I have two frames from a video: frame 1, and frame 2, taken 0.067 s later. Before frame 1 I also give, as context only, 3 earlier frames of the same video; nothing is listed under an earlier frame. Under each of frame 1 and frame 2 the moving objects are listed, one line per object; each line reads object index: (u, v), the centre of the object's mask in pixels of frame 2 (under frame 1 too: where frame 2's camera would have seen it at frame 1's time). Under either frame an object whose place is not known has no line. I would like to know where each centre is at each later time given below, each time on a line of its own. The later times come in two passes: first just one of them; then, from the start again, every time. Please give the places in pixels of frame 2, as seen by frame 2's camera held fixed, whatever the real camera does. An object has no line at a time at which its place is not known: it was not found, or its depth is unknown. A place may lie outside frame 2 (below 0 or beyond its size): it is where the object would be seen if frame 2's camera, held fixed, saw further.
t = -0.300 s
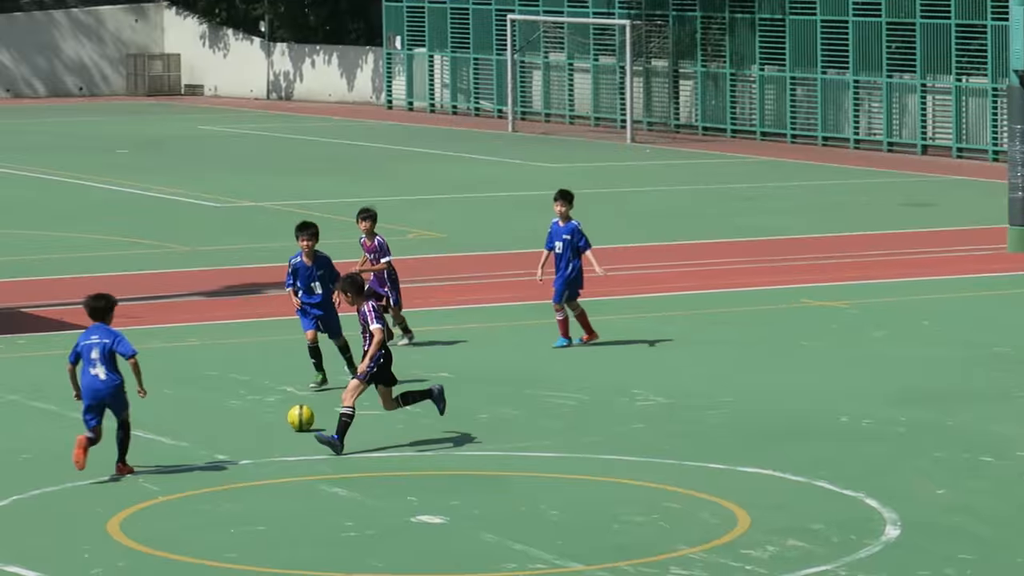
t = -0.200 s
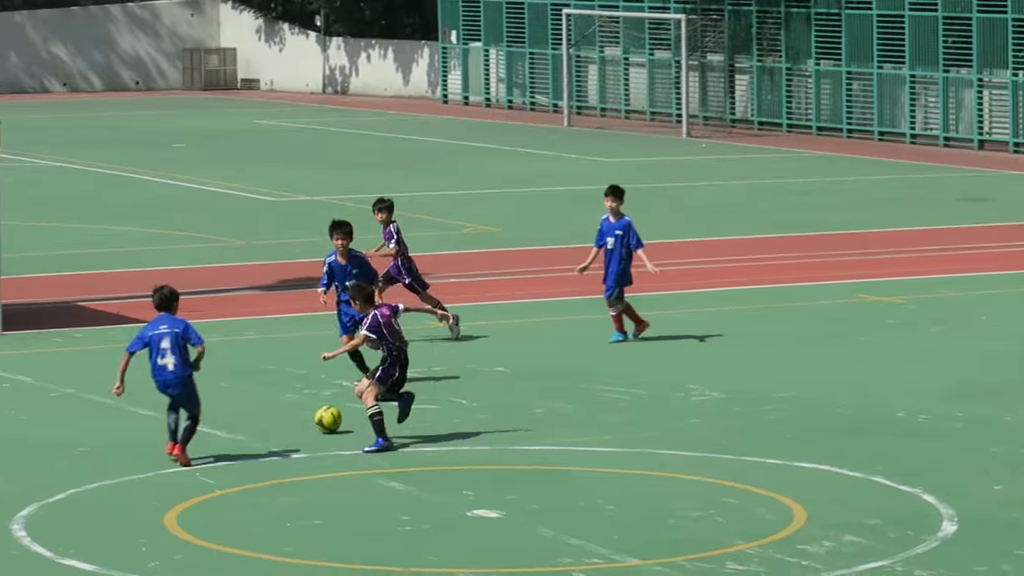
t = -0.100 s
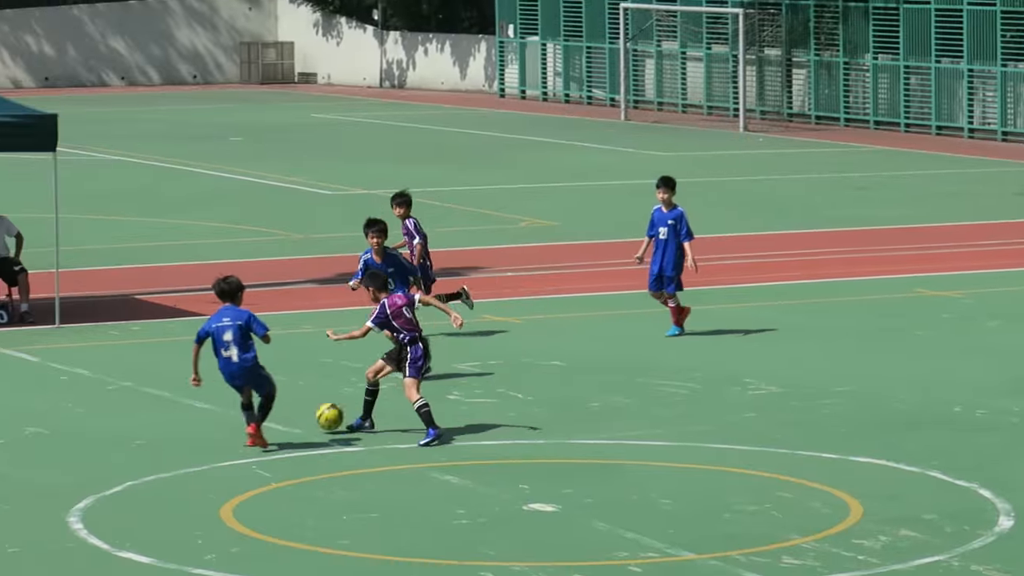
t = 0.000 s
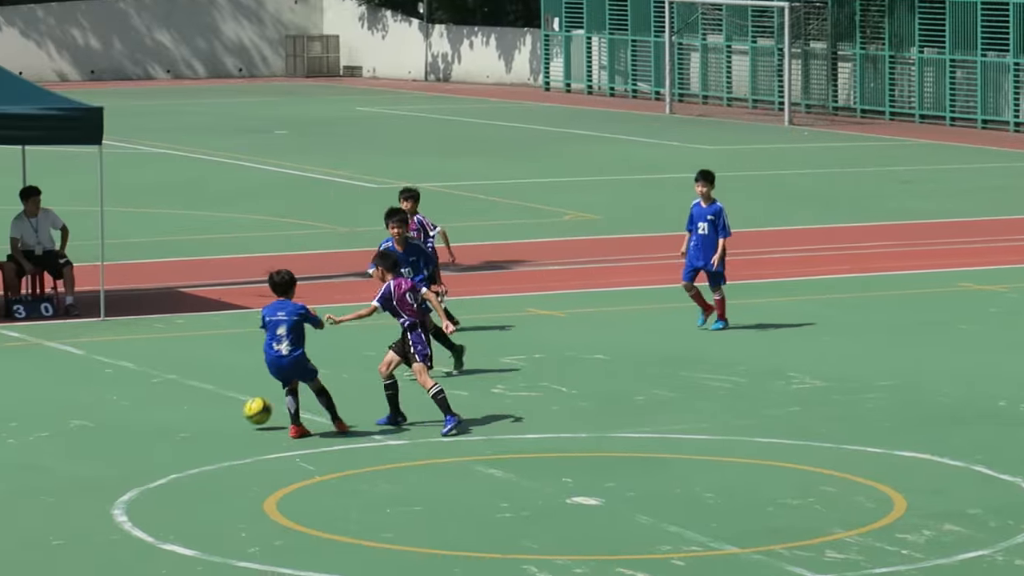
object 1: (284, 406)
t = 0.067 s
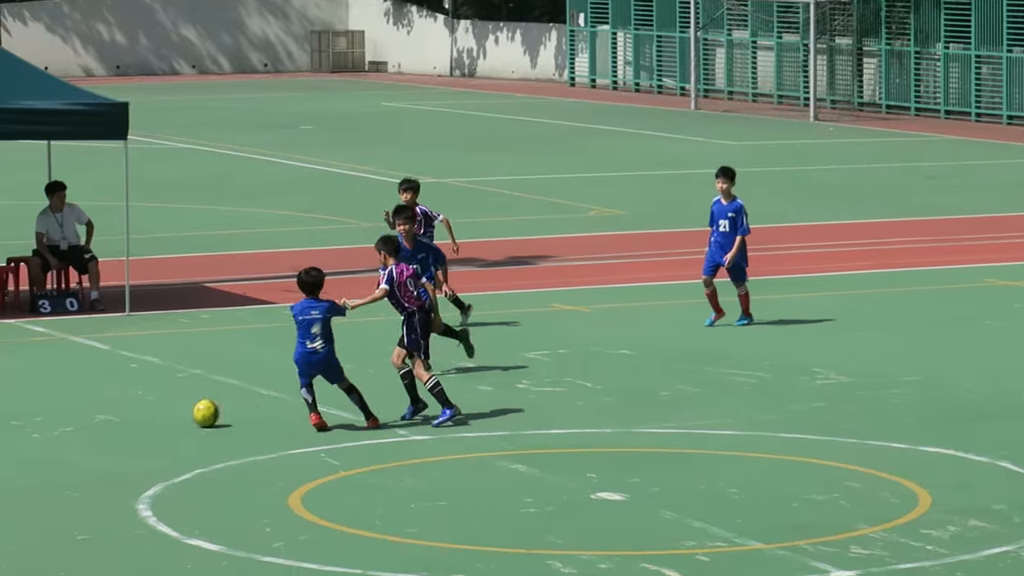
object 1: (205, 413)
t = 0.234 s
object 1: (34, 416)
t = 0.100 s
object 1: (171, 413)
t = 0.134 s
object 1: (137, 411)
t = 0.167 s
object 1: (102, 410)
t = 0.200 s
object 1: (68, 413)
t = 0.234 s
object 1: (34, 416)
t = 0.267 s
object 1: (0, 420)
